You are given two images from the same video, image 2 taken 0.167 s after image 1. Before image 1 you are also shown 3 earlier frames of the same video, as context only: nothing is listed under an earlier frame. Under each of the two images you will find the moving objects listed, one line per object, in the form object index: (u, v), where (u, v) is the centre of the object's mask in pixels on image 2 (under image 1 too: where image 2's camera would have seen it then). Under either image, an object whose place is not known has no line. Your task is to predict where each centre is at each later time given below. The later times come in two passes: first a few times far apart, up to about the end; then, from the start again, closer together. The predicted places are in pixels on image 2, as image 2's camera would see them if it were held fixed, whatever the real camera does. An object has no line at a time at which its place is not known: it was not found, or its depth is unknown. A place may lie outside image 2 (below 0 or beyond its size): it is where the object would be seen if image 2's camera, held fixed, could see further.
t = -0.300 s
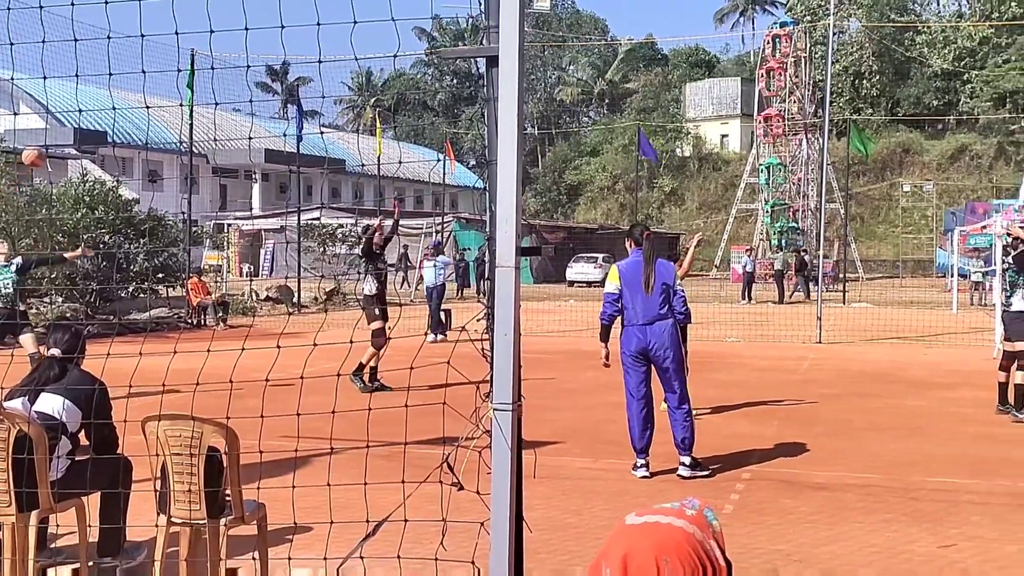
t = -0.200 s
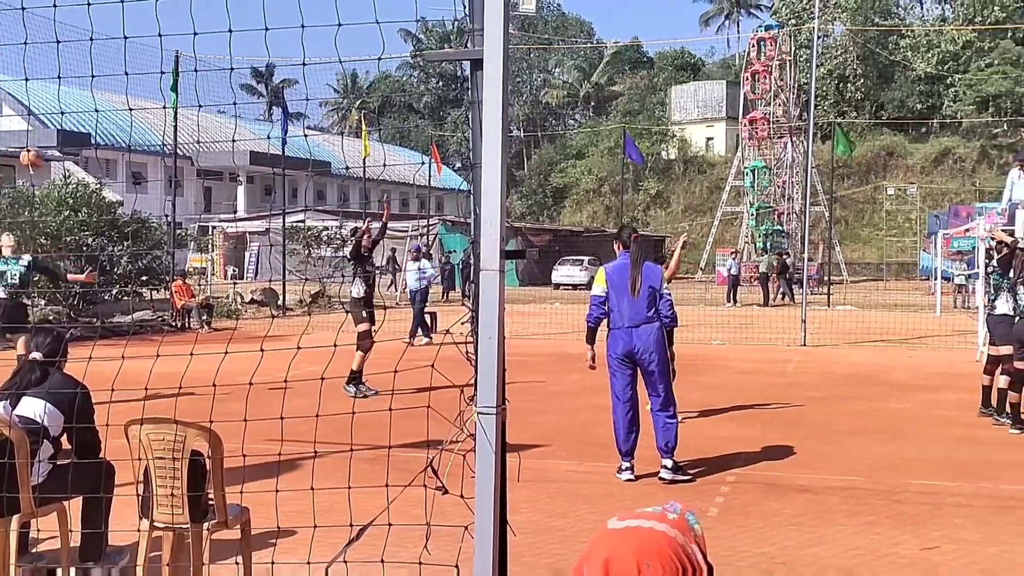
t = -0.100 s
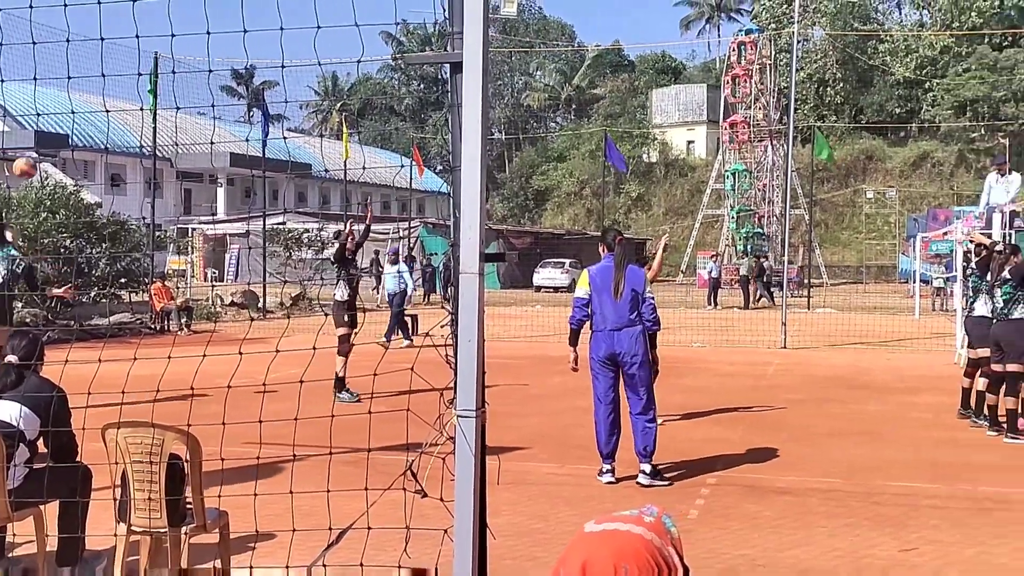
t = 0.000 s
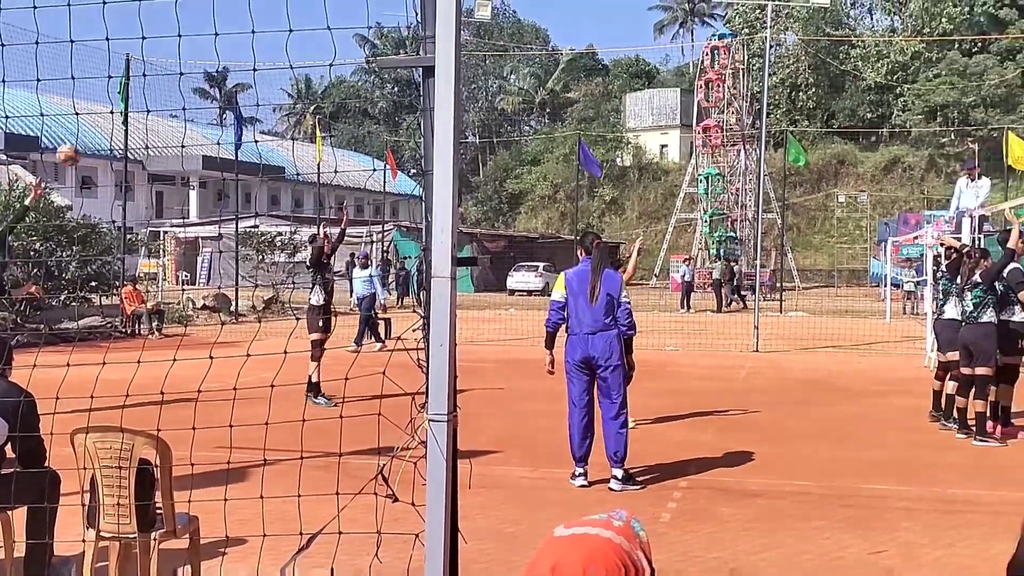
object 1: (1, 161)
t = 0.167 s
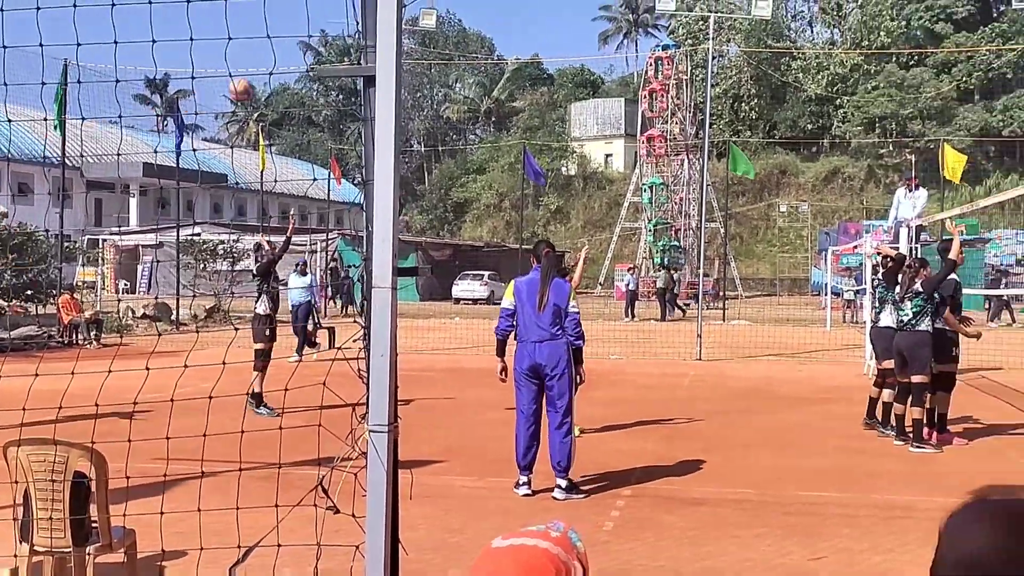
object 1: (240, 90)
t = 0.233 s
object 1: (333, 63)
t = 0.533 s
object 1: (773, 15)
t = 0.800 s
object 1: (1180, 44)
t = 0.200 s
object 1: (288, 79)
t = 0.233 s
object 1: (333, 63)
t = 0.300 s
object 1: (431, 49)
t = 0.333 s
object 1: (480, 43)
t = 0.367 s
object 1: (528, 36)
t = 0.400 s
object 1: (578, 30)
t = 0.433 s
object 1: (630, 24)
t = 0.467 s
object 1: (678, 20)
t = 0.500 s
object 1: (726, 16)
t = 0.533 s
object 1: (773, 15)
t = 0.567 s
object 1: (823, 14)
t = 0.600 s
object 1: (872, 14)
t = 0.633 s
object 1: (922, 15)
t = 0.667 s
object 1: (973, 18)
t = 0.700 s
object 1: (1023, 23)
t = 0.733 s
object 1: (1076, 29)
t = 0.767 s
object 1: (1128, 36)
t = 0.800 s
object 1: (1180, 44)
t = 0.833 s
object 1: (1234, 54)
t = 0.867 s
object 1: (1286, 66)
